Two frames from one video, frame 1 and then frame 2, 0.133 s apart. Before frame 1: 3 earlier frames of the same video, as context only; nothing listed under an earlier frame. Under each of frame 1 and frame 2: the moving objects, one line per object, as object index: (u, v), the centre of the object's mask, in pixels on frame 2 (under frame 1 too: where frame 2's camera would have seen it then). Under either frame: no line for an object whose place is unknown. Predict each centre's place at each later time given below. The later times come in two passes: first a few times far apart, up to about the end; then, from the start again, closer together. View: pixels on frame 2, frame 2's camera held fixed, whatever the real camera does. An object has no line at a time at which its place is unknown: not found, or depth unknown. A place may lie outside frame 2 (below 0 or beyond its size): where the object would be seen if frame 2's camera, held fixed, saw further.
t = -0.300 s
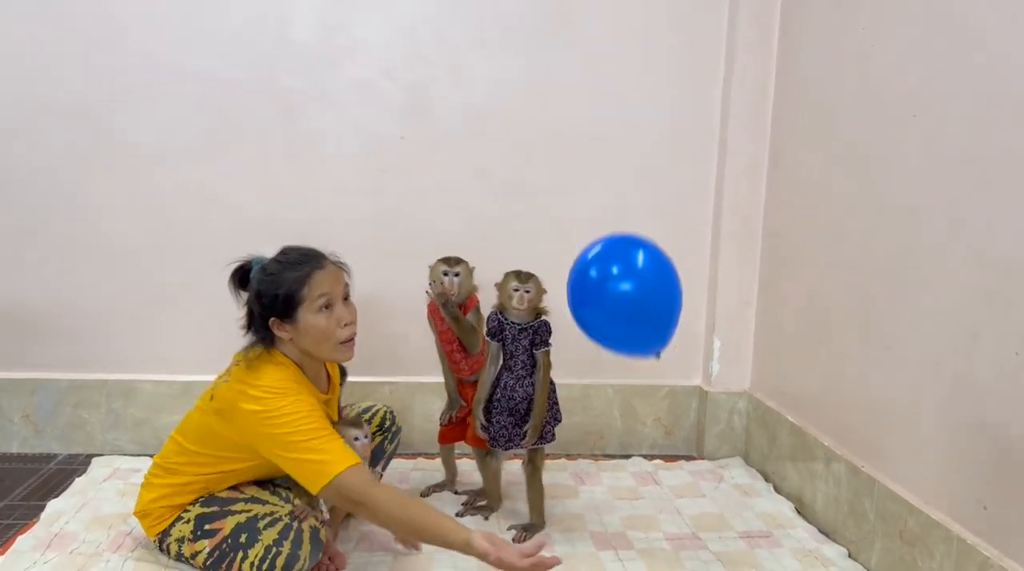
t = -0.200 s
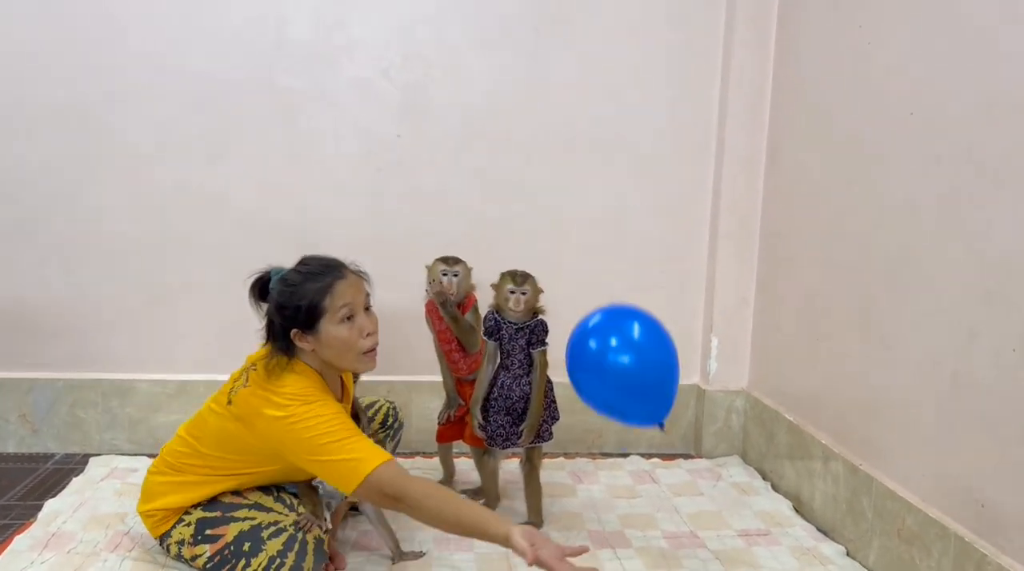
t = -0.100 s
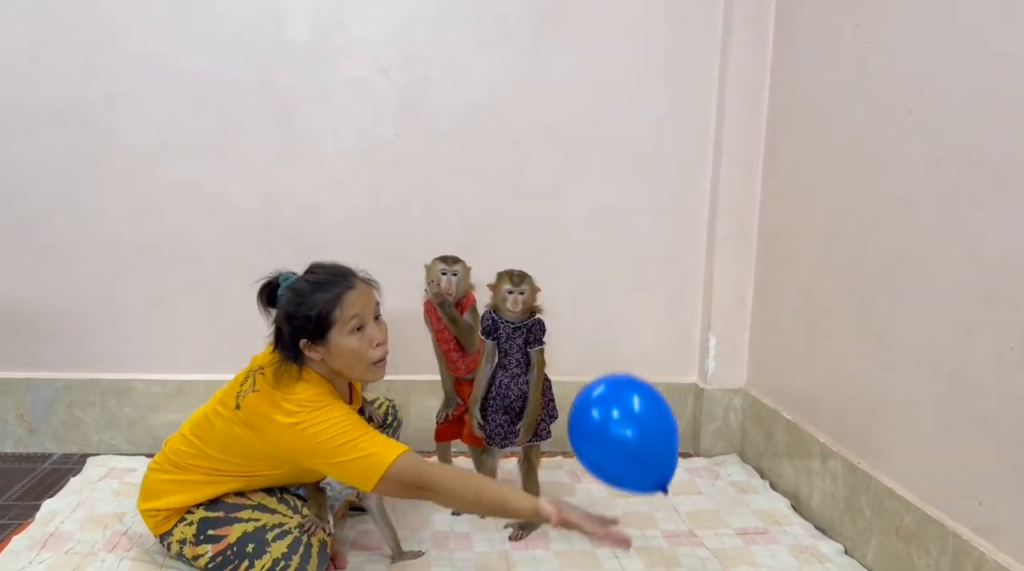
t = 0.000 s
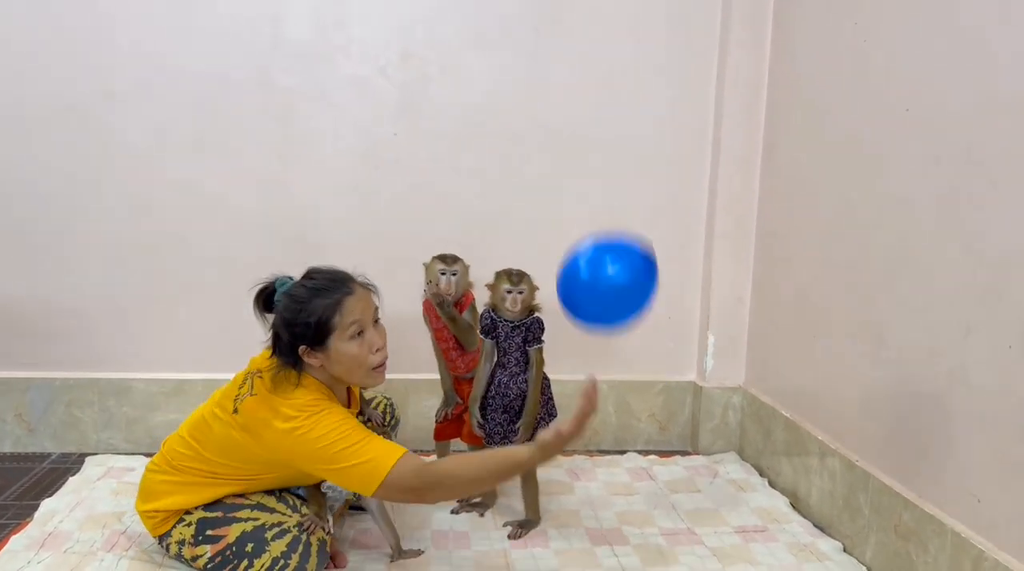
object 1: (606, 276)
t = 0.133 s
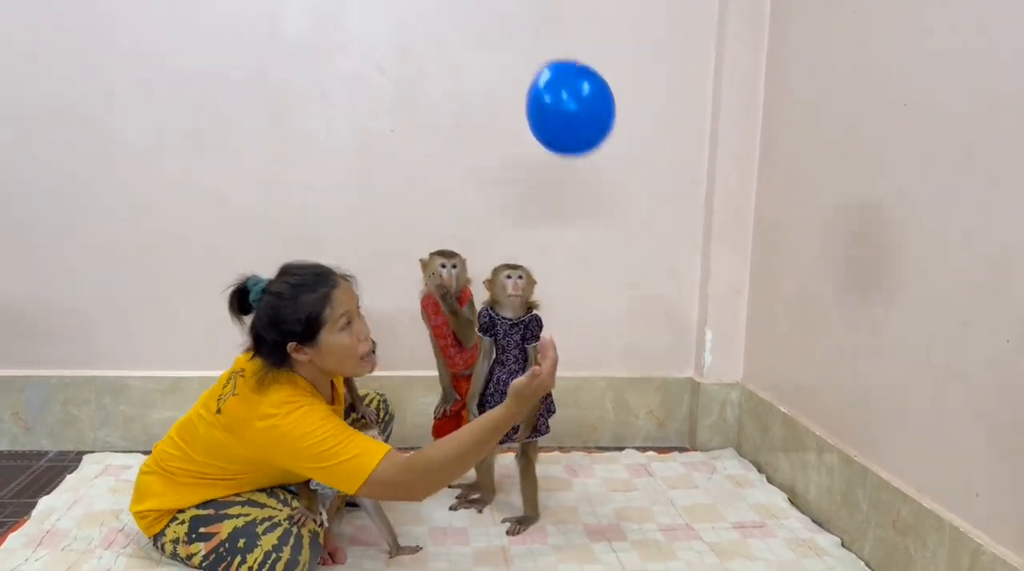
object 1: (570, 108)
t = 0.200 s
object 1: (549, 70)
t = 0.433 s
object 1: (531, 52)
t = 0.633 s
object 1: (554, 57)
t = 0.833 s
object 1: (578, 89)
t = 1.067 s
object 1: (603, 163)
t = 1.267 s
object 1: (624, 248)
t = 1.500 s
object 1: (650, 360)
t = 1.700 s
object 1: (685, 452)
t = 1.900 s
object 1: (711, 464)
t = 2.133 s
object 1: (731, 439)
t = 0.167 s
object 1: (559, 86)
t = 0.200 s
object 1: (549, 70)
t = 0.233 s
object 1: (540, 60)
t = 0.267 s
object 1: (533, 54)
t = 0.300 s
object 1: (529, 52)
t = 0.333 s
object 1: (526, 52)
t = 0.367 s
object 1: (527, 52)
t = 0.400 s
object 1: (528, 52)
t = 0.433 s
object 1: (531, 52)
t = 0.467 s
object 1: (535, 52)
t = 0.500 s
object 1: (538, 52)
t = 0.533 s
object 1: (542, 52)
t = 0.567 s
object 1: (546, 53)
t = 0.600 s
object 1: (550, 54)
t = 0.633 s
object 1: (554, 57)
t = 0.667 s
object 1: (558, 59)
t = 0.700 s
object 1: (562, 63)
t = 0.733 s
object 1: (567, 69)
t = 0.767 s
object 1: (570, 75)
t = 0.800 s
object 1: (574, 82)
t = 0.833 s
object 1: (578, 89)
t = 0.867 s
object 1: (582, 97)
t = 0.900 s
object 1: (586, 107)
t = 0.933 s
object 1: (589, 117)
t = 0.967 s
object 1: (593, 127)
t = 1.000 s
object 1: (596, 138)
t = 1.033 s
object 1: (600, 150)
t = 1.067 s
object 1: (603, 163)
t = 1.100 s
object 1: (606, 176)
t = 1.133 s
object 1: (610, 189)
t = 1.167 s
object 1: (613, 204)
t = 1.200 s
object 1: (617, 218)
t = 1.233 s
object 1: (620, 233)
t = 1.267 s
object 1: (624, 248)
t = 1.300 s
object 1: (627, 264)
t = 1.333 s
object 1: (631, 280)
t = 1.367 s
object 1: (634, 296)
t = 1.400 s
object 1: (638, 312)
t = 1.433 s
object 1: (642, 328)
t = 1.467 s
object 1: (645, 343)
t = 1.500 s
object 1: (650, 360)
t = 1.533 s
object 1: (655, 376)
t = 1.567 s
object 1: (661, 392)
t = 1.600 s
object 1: (666, 408)
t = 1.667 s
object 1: (679, 438)
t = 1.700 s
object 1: (685, 452)
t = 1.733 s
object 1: (691, 464)
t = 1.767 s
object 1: (696, 476)
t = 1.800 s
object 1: (701, 487)
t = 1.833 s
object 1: (704, 480)
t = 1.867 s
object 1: (708, 471)
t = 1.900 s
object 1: (711, 464)
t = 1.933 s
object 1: (714, 458)
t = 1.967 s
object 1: (717, 452)
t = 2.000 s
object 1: (720, 448)
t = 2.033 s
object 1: (722, 444)
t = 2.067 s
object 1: (725, 442)
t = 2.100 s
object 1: (728, 440)
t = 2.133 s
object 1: (731, 439)
